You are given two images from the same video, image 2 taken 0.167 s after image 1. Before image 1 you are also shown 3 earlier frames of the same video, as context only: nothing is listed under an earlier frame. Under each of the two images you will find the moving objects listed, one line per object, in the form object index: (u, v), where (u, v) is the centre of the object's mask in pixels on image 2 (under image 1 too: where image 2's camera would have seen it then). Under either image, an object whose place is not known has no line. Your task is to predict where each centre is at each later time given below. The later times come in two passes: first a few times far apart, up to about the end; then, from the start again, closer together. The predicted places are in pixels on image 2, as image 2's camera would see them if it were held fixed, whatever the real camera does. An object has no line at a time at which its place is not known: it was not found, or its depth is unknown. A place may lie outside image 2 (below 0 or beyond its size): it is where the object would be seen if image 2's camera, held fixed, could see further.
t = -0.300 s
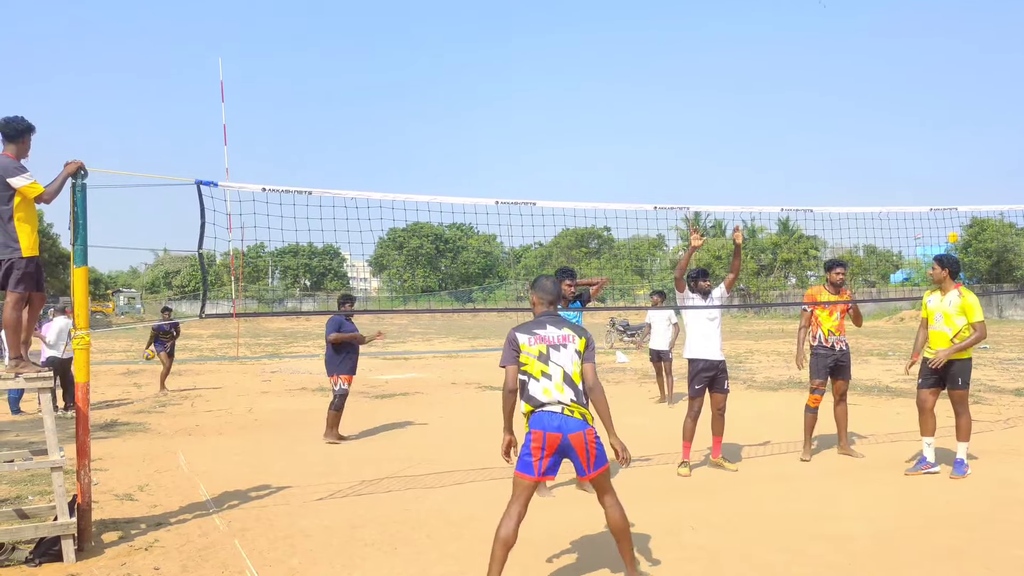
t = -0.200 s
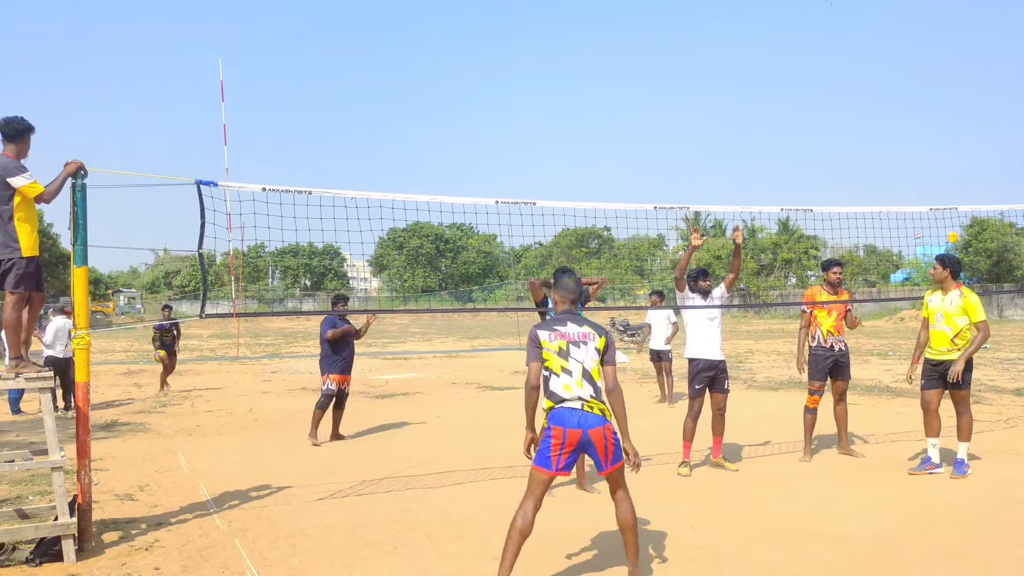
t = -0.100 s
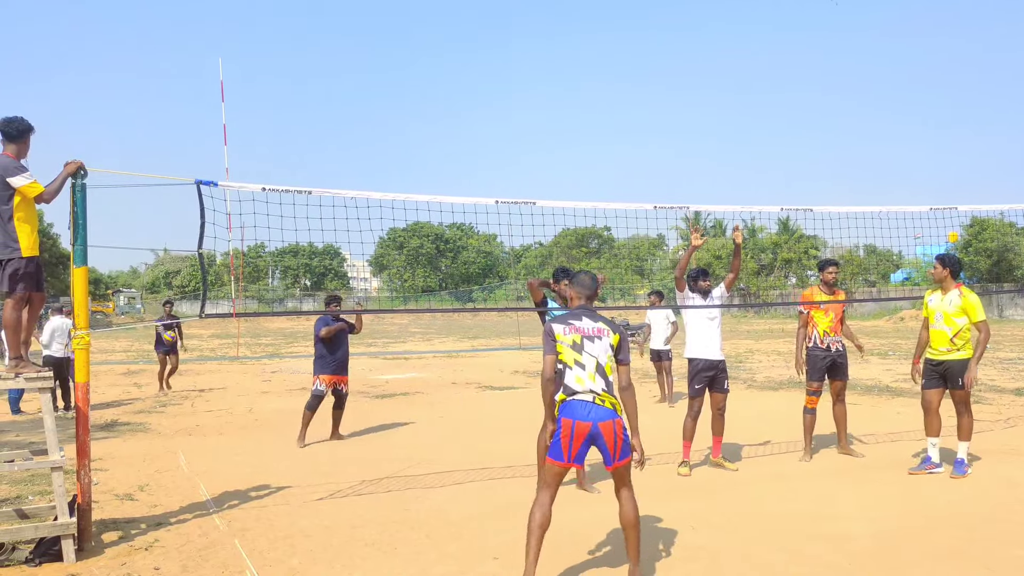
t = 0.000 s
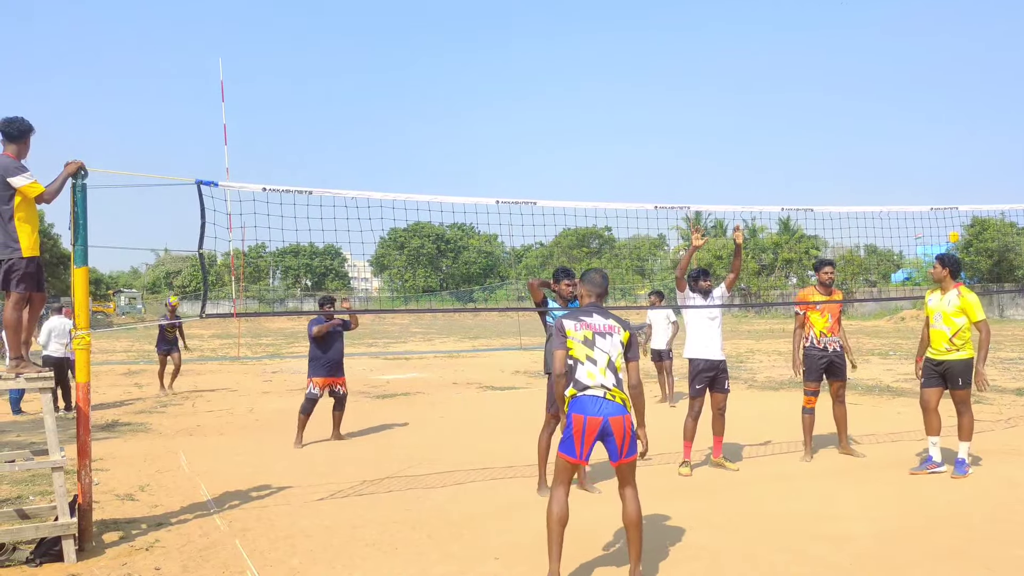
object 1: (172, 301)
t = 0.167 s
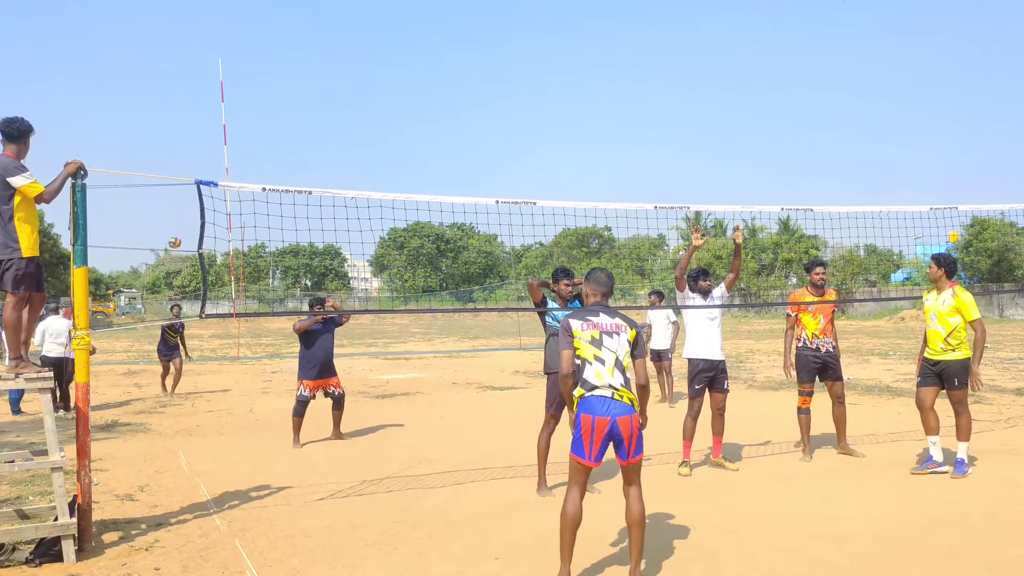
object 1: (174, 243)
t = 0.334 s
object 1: (175, 197)
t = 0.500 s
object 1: (177, 167)
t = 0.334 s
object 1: (175, 197)
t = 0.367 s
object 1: (176, 190)
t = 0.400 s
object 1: (176, 184)
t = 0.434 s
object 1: (176, 178)
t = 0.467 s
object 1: (176, 172)
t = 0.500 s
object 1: (177, 167)
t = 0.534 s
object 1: (176, 163)
